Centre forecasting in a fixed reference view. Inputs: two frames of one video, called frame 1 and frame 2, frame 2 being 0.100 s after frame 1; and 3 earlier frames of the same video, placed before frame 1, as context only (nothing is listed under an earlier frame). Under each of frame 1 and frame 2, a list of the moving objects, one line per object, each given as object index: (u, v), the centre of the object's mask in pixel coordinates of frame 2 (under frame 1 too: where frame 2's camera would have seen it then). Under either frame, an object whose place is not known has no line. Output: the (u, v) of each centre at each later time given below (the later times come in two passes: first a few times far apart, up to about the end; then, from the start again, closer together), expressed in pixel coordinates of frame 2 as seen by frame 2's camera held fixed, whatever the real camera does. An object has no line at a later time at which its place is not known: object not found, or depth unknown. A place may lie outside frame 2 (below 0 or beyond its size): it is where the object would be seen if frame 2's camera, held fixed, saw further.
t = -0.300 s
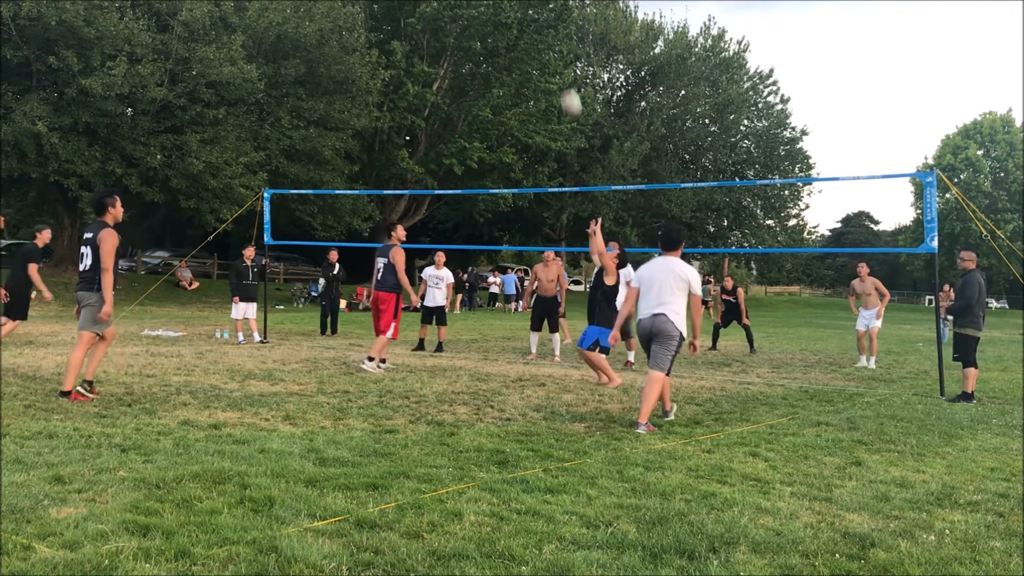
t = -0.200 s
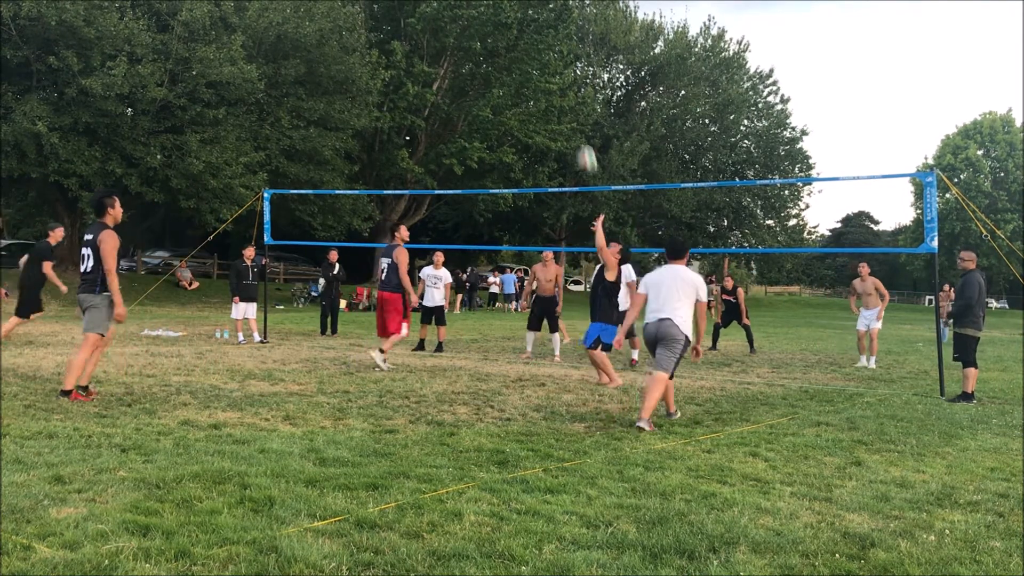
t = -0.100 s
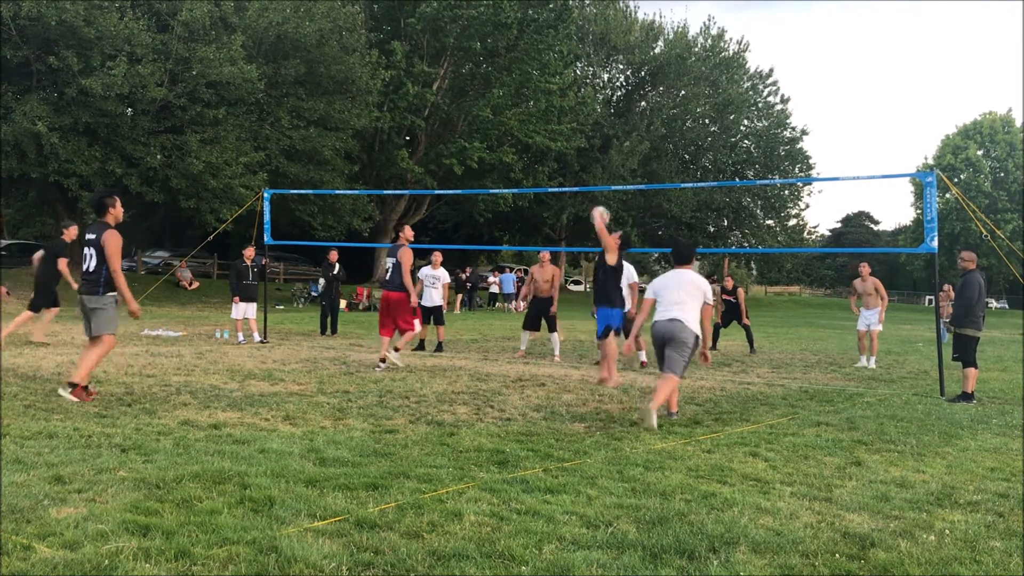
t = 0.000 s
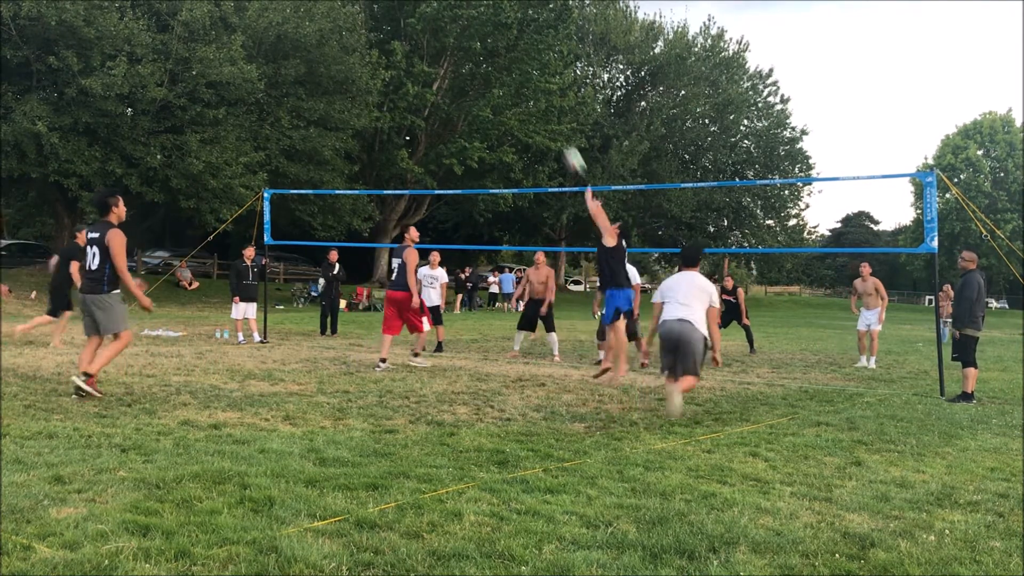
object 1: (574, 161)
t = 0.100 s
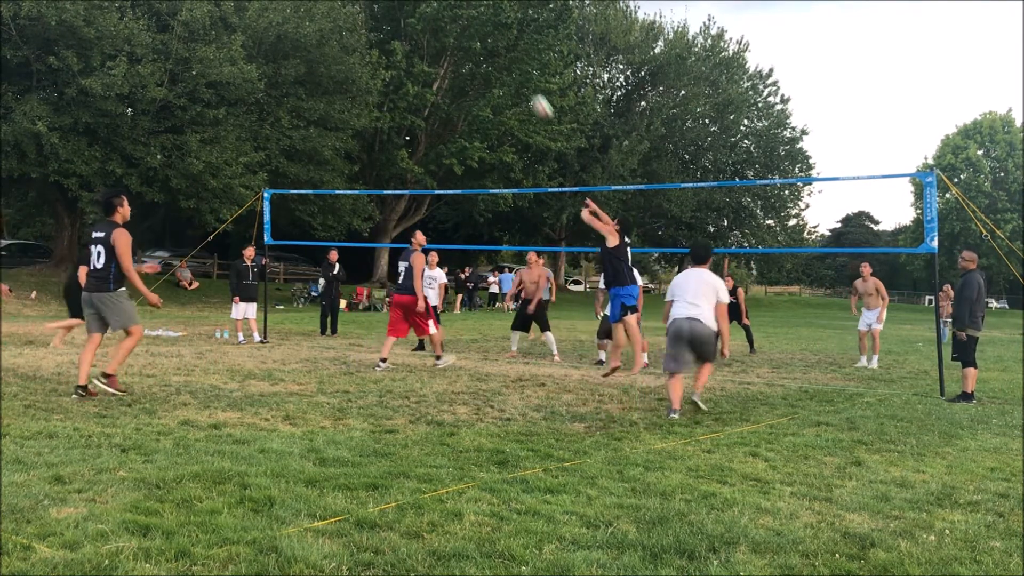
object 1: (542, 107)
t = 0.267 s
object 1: (492, 44)
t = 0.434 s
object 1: (447, 10)
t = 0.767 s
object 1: (369, 13)
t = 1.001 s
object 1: (322, 60)
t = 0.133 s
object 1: (531, 92)
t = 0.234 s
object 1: (502, 55)
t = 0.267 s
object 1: (492, 44)
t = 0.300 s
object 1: (482, 35)
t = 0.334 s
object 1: (473, 27)
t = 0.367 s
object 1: (464, 20)
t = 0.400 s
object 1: (455, 15)
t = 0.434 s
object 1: (447, 10)
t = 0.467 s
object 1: (438, 6)
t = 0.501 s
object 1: (430, 5)
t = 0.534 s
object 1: (422, 4)
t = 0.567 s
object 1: (414, 4)
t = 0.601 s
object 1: (406, 4)
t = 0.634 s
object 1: (398, 4)
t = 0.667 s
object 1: (390, 5)
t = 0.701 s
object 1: (383, 6)
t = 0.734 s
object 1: (376, 9)
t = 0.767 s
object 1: (369, 13)
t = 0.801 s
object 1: (362, 17)
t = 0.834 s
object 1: (355, 23)
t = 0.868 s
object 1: (348, 29)
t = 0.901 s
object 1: (342, 36)
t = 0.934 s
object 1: (335, 43)
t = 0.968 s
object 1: (329, 51)
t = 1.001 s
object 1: (322, 60)
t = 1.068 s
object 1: (310, 79)
